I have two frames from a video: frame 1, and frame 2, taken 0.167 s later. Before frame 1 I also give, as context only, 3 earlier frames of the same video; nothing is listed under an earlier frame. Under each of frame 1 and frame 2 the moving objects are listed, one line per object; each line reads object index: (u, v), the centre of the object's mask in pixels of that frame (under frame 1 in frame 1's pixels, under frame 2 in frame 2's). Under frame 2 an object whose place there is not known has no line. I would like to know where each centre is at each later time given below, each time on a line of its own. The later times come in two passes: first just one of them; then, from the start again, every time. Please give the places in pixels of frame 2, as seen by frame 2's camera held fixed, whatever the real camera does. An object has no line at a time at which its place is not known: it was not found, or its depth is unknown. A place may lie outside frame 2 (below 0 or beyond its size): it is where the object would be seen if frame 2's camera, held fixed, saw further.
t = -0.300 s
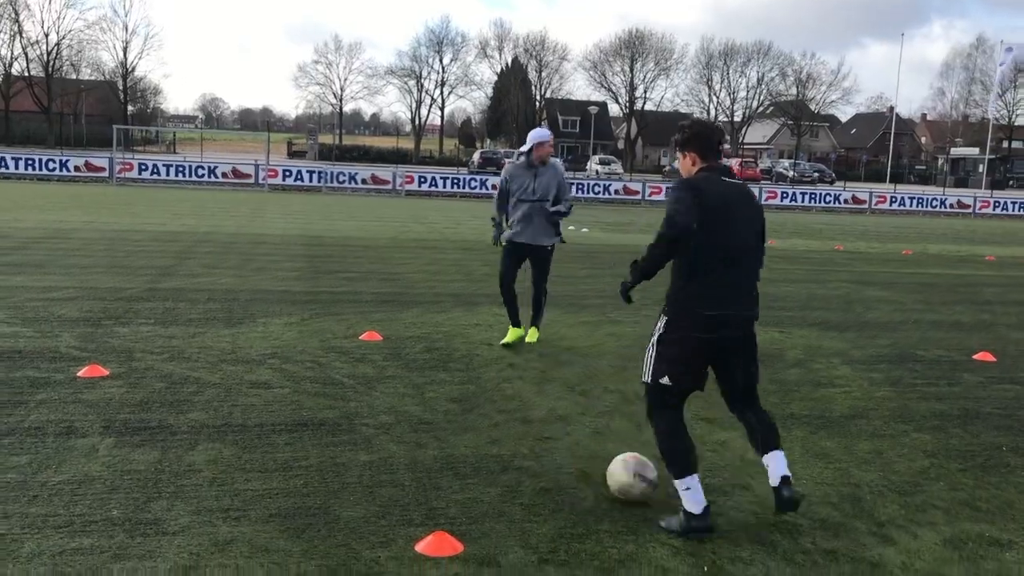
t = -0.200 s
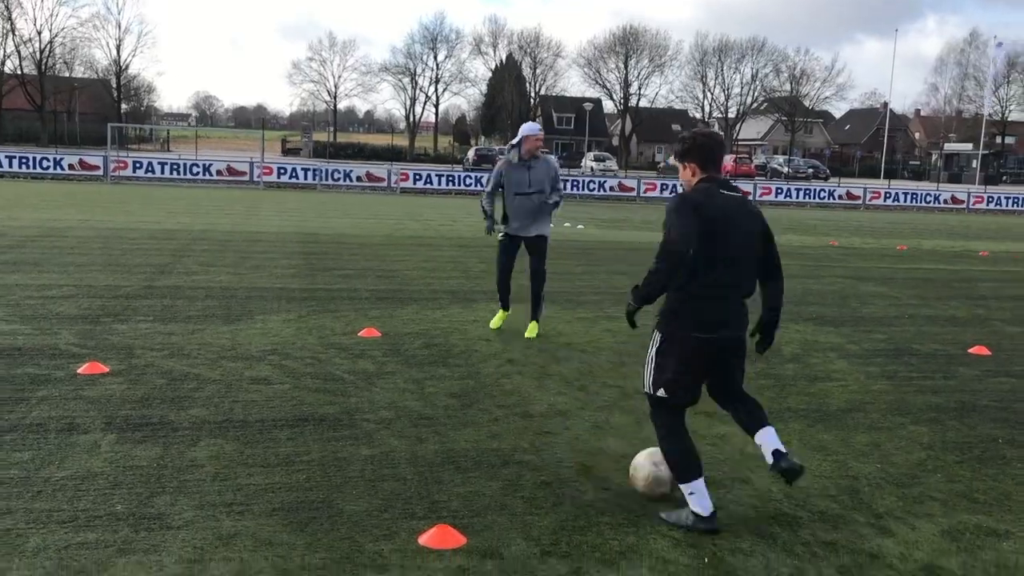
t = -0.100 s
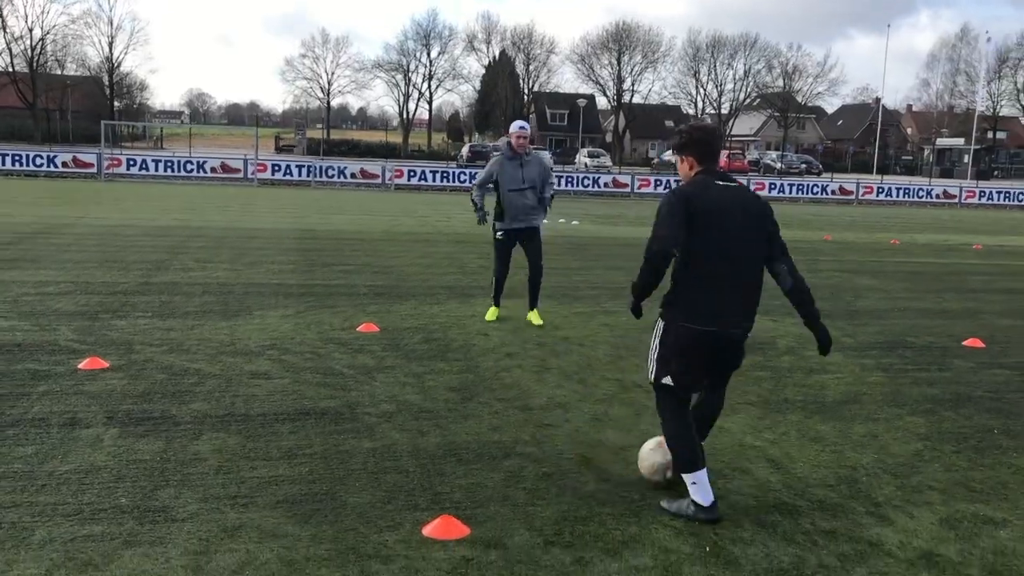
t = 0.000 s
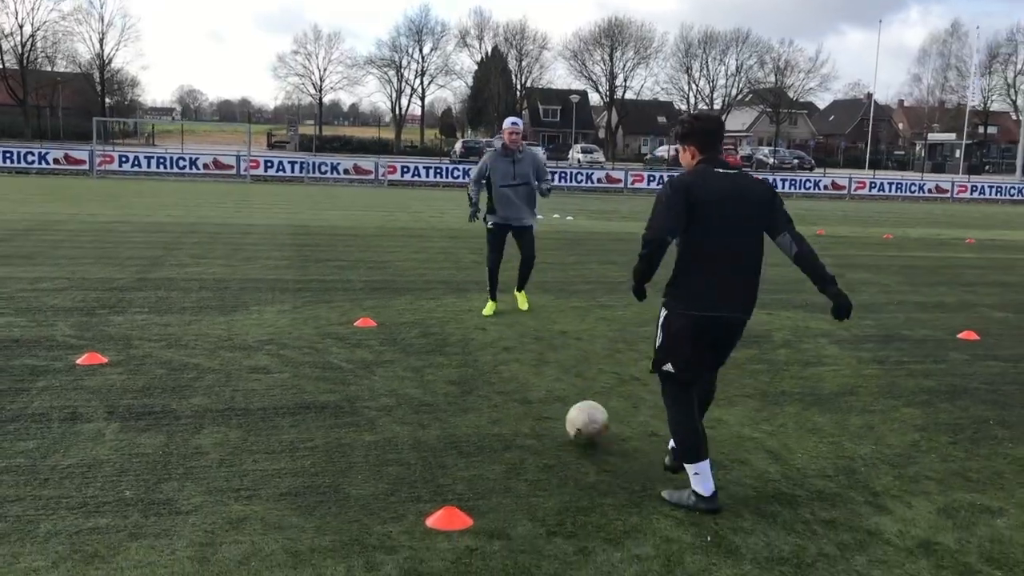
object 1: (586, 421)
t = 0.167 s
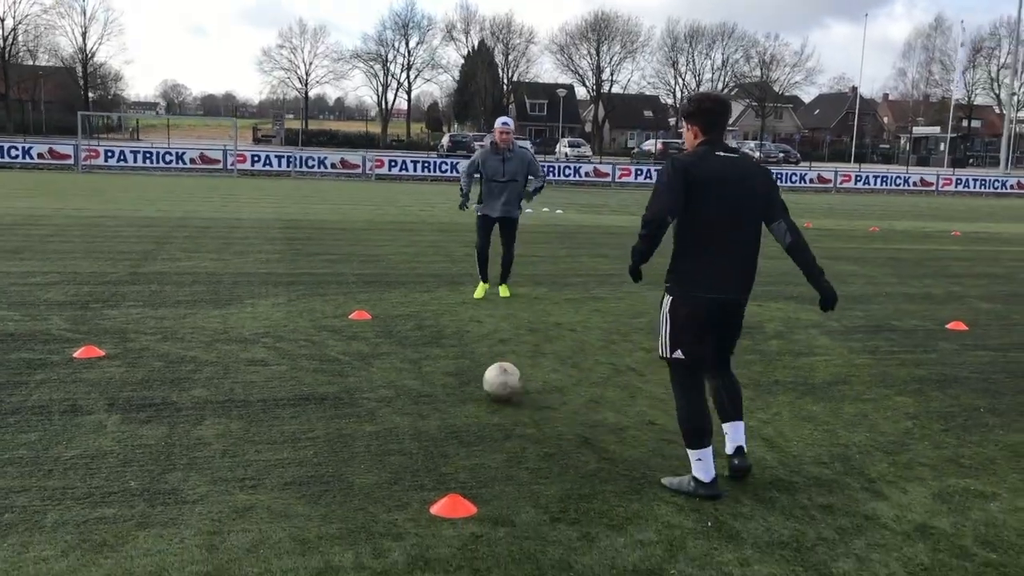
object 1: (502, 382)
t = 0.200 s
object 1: (490, 376)
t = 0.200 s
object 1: (490, 376)
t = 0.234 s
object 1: (479, 372)
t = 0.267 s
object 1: (469, 368)
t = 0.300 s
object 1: (460, 363)
